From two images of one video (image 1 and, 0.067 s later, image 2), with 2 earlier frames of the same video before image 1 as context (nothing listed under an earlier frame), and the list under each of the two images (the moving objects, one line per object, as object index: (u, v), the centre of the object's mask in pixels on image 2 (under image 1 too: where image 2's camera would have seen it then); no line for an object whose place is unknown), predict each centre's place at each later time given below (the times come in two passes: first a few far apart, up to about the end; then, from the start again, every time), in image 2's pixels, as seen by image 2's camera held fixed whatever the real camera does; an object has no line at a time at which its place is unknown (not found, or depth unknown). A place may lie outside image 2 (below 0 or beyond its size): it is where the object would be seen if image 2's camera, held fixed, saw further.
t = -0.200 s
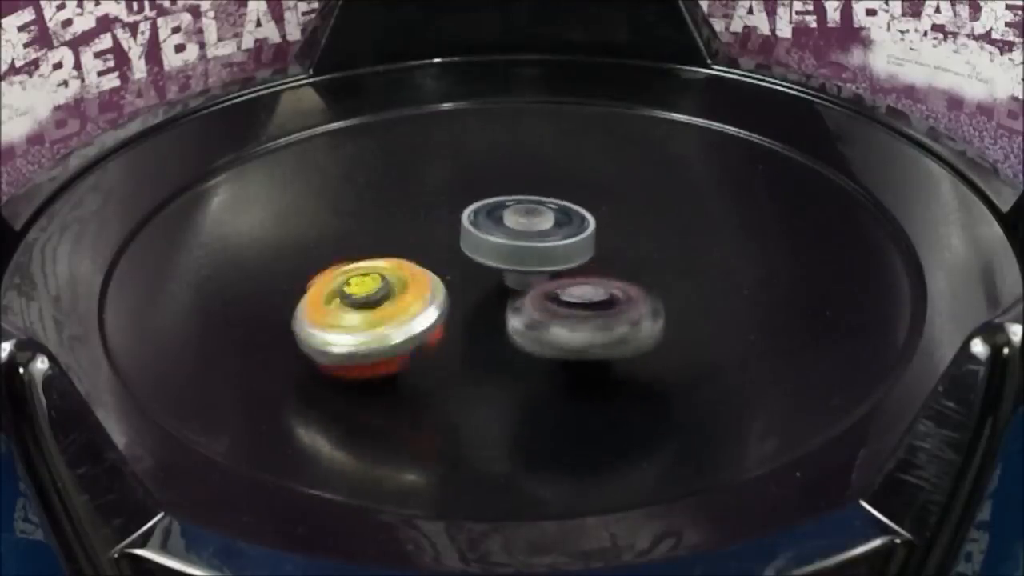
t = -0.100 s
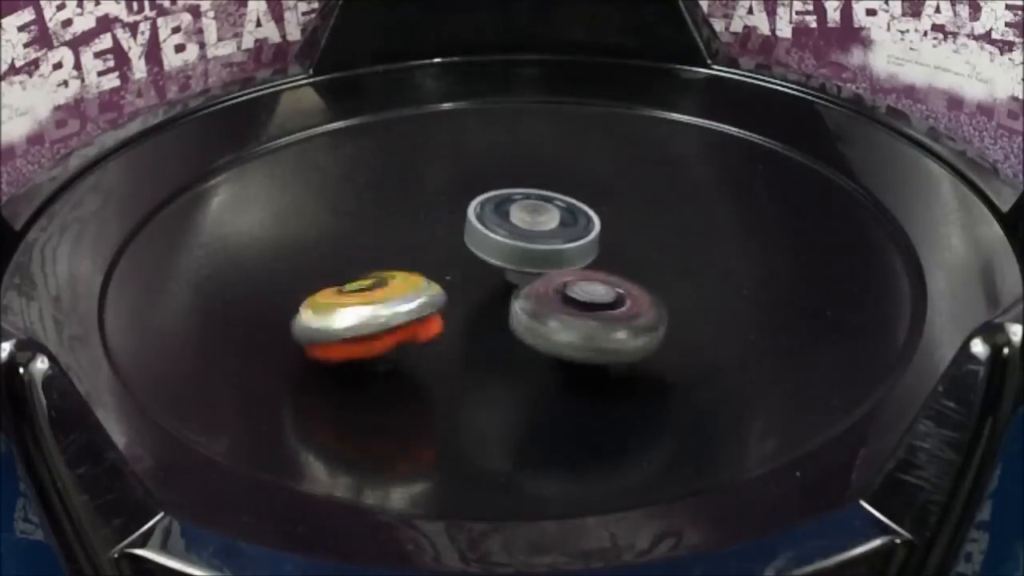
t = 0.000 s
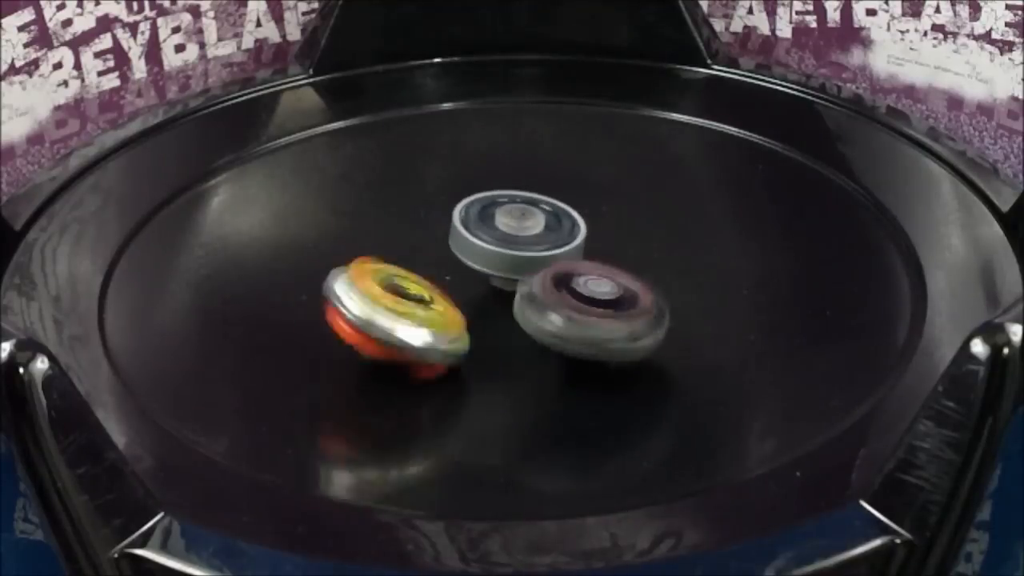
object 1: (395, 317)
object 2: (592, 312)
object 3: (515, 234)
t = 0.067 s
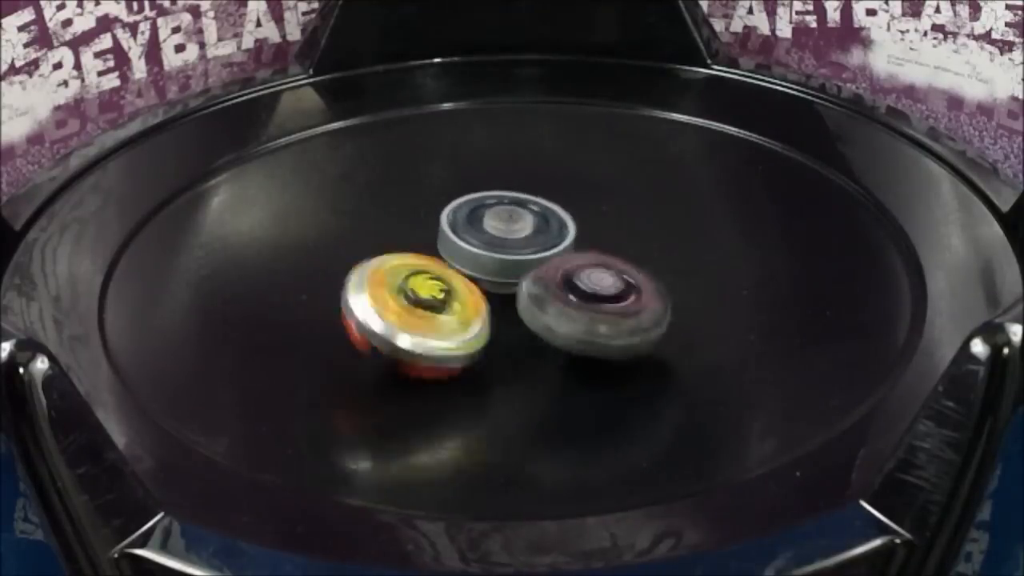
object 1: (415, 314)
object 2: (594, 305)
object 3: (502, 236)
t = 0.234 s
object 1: (246, 346)
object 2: (609, 284)
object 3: (618, 179)
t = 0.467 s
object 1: (268, 330)
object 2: (625, 272)
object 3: (636, 171)
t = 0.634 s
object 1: (283, 325)
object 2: (612, 295)
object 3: (606, 183)
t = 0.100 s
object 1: (424, 311)
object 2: (599, 302)
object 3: (500, 235)
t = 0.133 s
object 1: (399, 315)
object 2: (600, 298)
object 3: (514, 225)
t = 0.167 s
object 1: (333, 330)
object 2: (604, 294)
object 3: (558, 205)
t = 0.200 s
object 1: (277, 339)
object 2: (607, 289)
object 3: (592, 189)
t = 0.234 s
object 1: (246, 346)
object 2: (609, 284)
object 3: (618, 179)
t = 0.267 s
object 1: (232, 344)
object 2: (614, 283)
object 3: (634, 171)
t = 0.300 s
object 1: (229, 345)
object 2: (617, 279)
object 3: (644, 166)
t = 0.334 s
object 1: (236, 345)
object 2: (620, 276)
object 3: (648, 165)
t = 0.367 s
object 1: (244, 343)
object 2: (622, 276)
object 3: (647, 165)
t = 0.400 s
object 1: (251, 340)
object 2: (622, 274)
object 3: (645, 166)
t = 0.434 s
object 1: (260, 336)
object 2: (624, 273)
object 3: (641, 169)
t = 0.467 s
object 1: (268, 330)
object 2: (625, 272)
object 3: (636, 171)
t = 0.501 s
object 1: (274, 320)
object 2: (625, 270)
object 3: (629, 175)
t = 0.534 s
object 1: (278, 316)
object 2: (625, 270)
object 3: (622, 179)
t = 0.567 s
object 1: (281, 320)
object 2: (624, 269)
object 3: (615, 183)
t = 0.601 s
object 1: (282, 324)
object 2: (624, 269)
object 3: (609, 187)
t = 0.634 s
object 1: (283, 325)
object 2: (612, 295)
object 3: (606, 183)
